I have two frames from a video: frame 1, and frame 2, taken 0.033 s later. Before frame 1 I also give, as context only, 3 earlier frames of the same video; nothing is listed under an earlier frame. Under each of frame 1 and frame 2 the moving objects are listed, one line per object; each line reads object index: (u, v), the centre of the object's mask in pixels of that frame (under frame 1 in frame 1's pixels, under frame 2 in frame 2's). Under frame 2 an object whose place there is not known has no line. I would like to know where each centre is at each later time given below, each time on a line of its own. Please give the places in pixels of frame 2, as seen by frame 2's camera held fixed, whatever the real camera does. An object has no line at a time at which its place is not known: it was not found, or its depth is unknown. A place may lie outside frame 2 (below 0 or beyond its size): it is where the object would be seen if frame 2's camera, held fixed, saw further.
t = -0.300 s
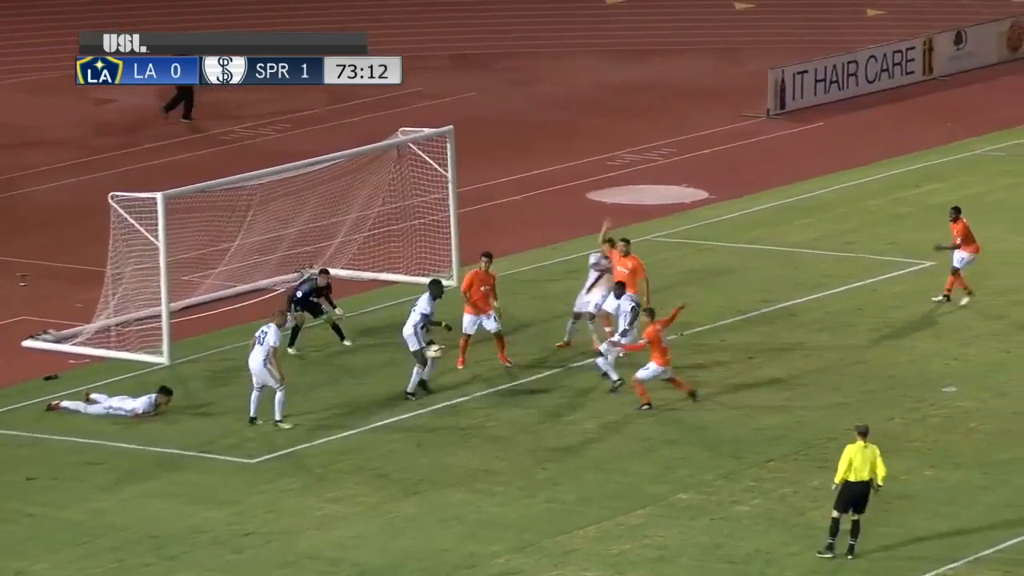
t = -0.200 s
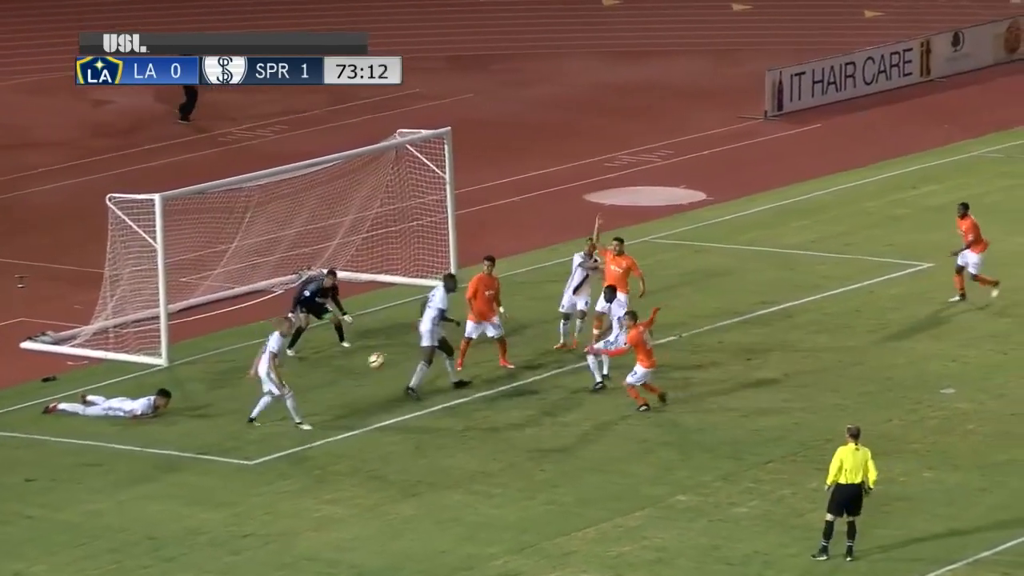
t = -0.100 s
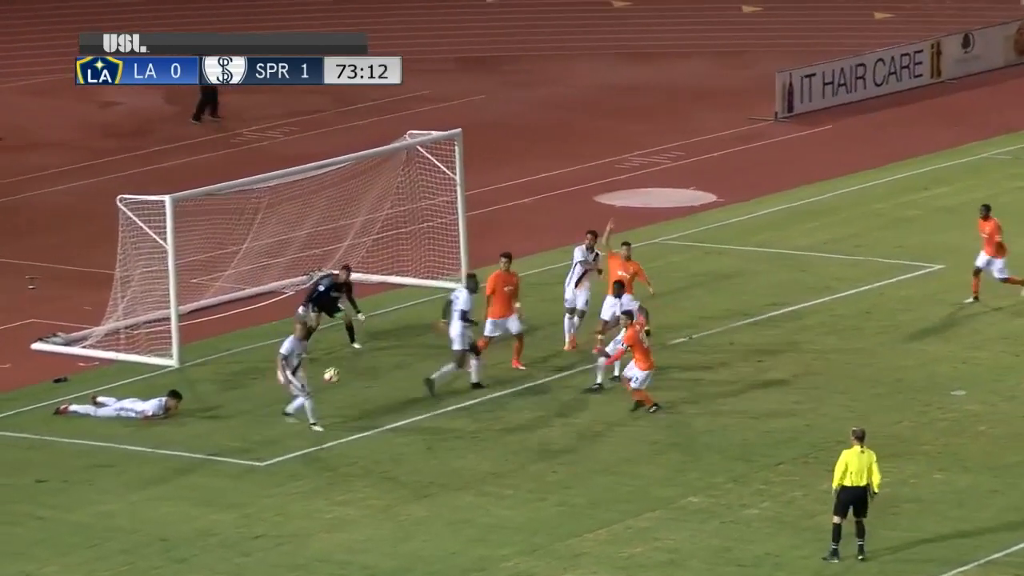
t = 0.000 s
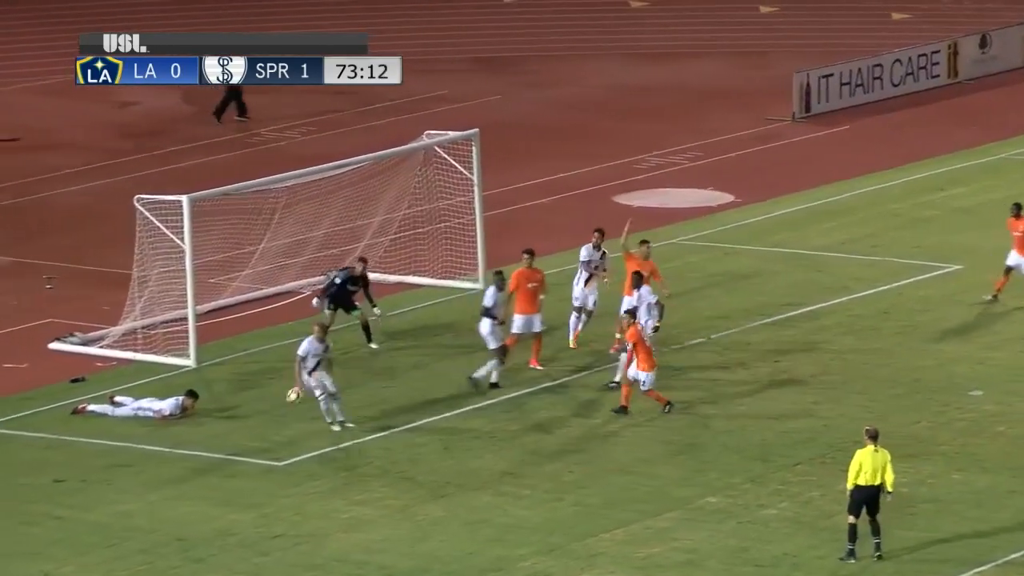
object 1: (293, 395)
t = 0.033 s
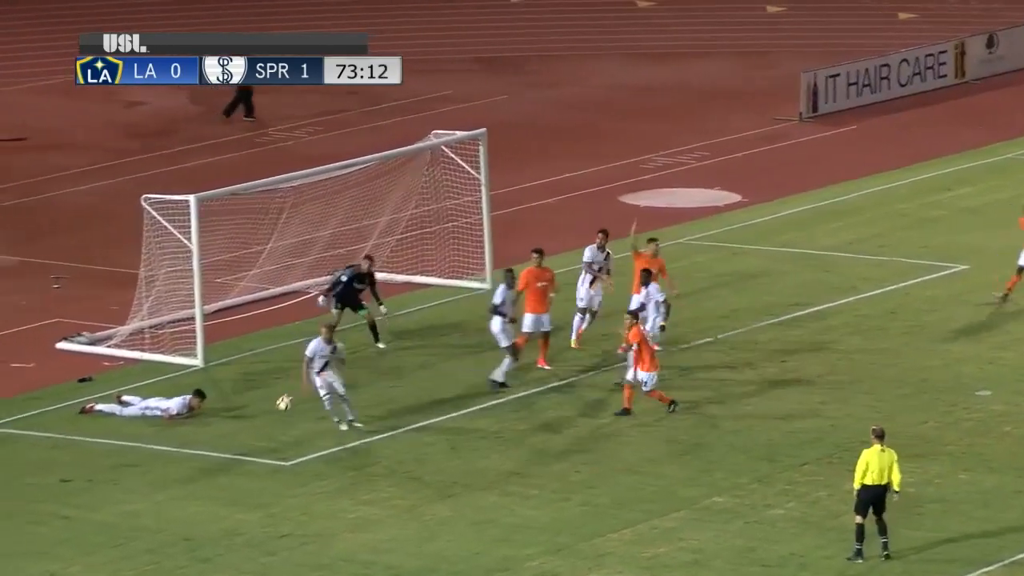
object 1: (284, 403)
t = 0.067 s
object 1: (267, 411)
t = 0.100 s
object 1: (250, 422)
